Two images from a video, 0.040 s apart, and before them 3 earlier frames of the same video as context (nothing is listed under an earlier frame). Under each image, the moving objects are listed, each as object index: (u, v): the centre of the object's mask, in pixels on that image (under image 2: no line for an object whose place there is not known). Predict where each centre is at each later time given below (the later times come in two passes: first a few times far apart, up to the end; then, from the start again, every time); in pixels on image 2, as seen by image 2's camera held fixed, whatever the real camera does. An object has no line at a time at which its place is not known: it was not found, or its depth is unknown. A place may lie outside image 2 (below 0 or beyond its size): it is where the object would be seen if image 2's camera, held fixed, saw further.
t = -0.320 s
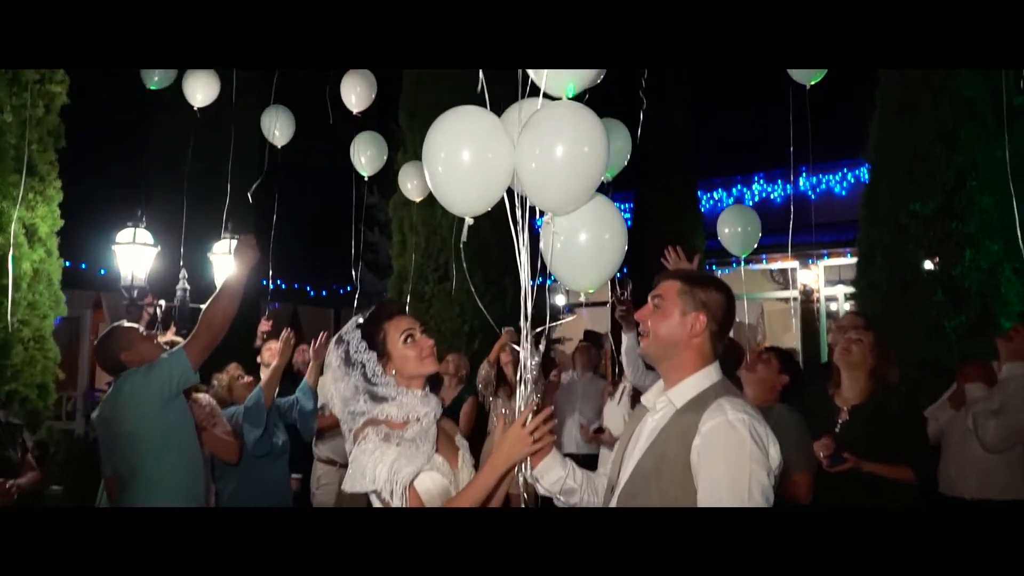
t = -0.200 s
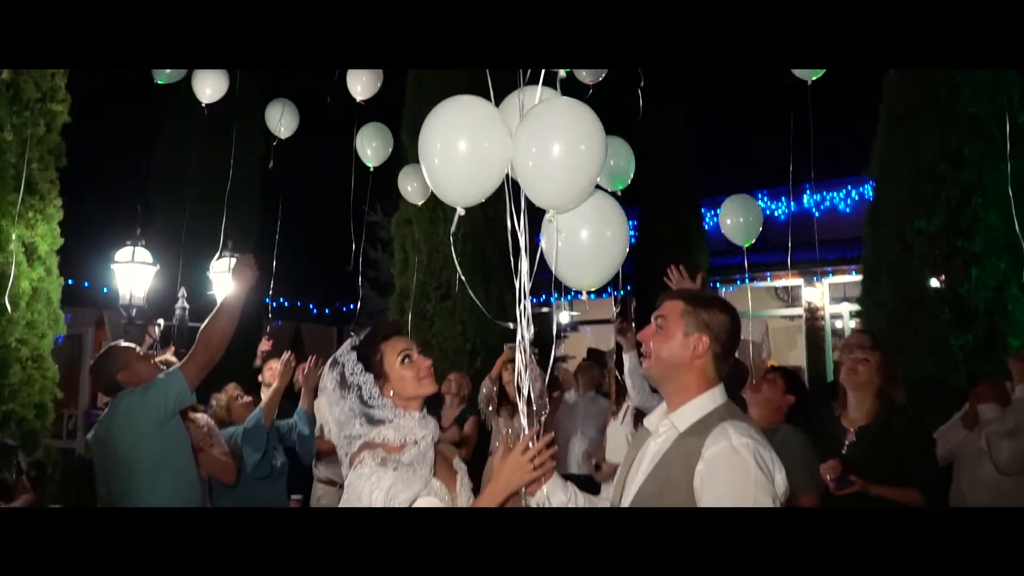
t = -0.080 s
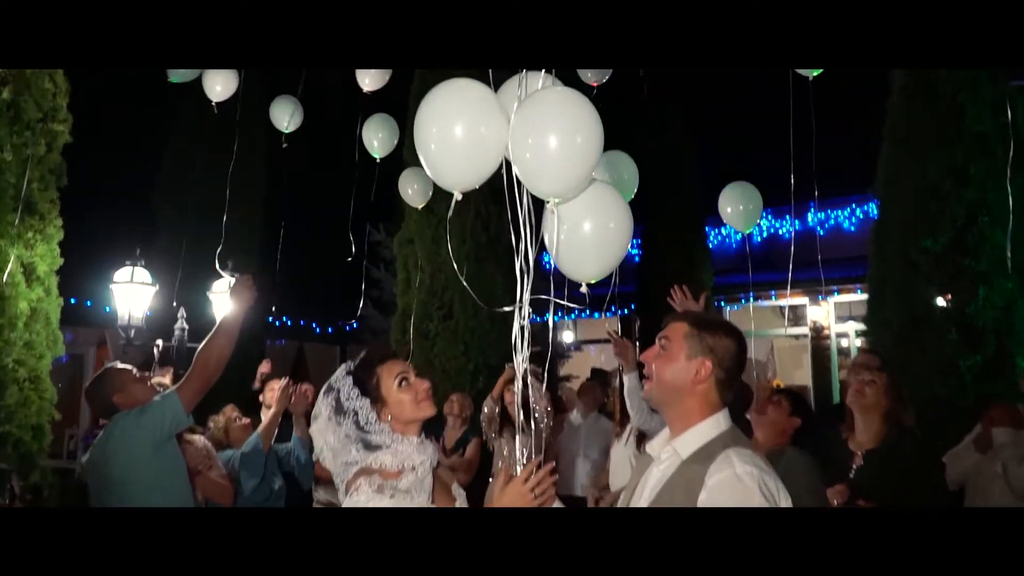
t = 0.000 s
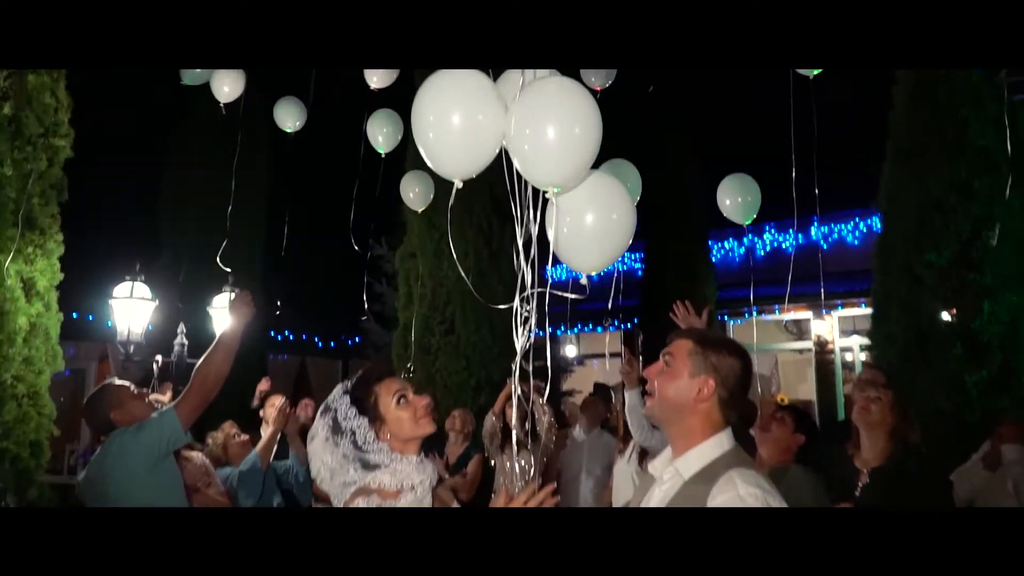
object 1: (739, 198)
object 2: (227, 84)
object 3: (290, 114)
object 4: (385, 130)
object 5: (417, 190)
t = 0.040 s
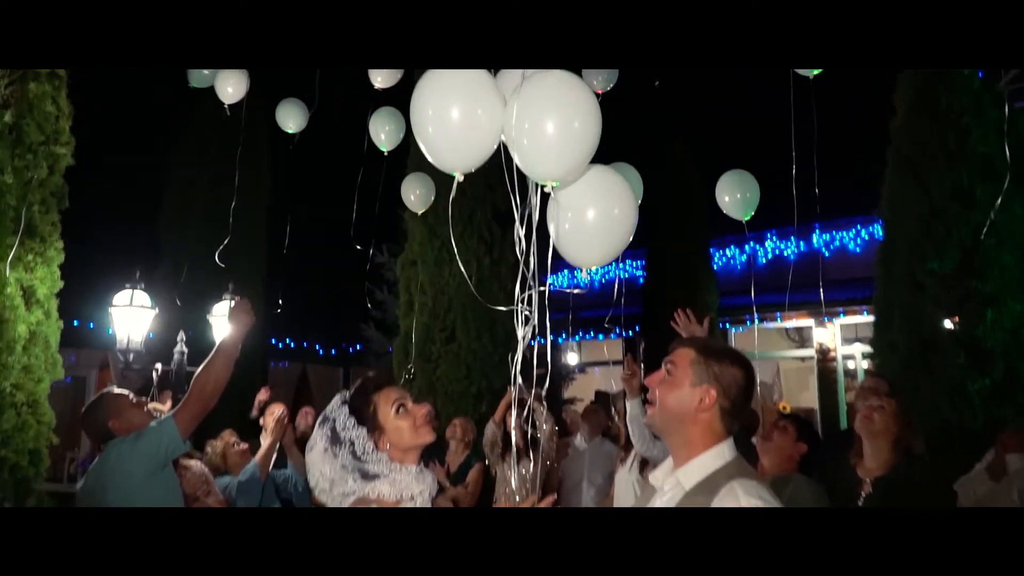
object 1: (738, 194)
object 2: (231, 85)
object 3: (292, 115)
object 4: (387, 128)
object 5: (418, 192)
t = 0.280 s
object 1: (723, 127)
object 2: (249, 41)
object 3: (303, 81)
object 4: (396, 71)
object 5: (421, 159)
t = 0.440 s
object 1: (716, 89)
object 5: (424, 139)
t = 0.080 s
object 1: (735, 183)
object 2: (235, 78)
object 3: (293, 109)
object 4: (388, 118)
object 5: (418, 186)
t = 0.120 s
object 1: (733, 171)
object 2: (238, 70)
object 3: (295, 103)
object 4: (390, 108)
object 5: (419, 181)
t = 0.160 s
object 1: (730, 160)
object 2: (241, 63)
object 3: (296, 97)
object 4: (392, 99)
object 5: (419, 175)
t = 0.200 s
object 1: (728, 148)
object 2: (244, 55)
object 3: (298, 92)
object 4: (393, 89)
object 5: (420, 170)
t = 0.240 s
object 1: (725, 137)
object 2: (246, 47)
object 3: (300, 86)
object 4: (395, 80)
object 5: (421, 164)
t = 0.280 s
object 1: (723, 127)
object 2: (249, 41)
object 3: (303, 81)
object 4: (396, 71)
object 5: (421, 159)
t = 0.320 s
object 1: (720, 116)
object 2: (251, 35)
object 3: (305, 75)
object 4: (397, 62)
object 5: (422, 154)
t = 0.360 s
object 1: (718, 107)
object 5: (423, 149)
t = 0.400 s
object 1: (717, 98)
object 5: (423, 144)
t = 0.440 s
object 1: (716, 89)
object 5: (424, 139)
